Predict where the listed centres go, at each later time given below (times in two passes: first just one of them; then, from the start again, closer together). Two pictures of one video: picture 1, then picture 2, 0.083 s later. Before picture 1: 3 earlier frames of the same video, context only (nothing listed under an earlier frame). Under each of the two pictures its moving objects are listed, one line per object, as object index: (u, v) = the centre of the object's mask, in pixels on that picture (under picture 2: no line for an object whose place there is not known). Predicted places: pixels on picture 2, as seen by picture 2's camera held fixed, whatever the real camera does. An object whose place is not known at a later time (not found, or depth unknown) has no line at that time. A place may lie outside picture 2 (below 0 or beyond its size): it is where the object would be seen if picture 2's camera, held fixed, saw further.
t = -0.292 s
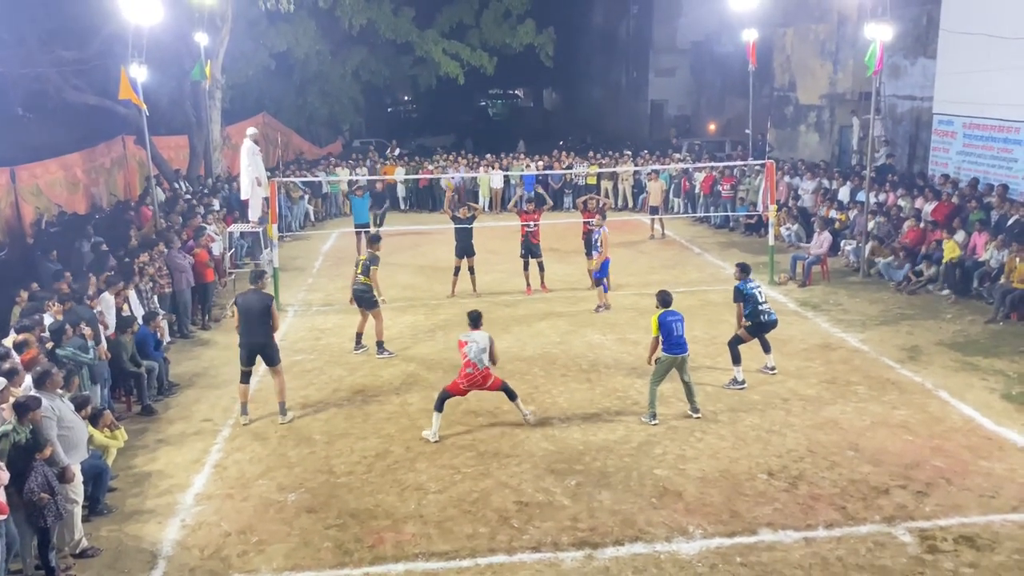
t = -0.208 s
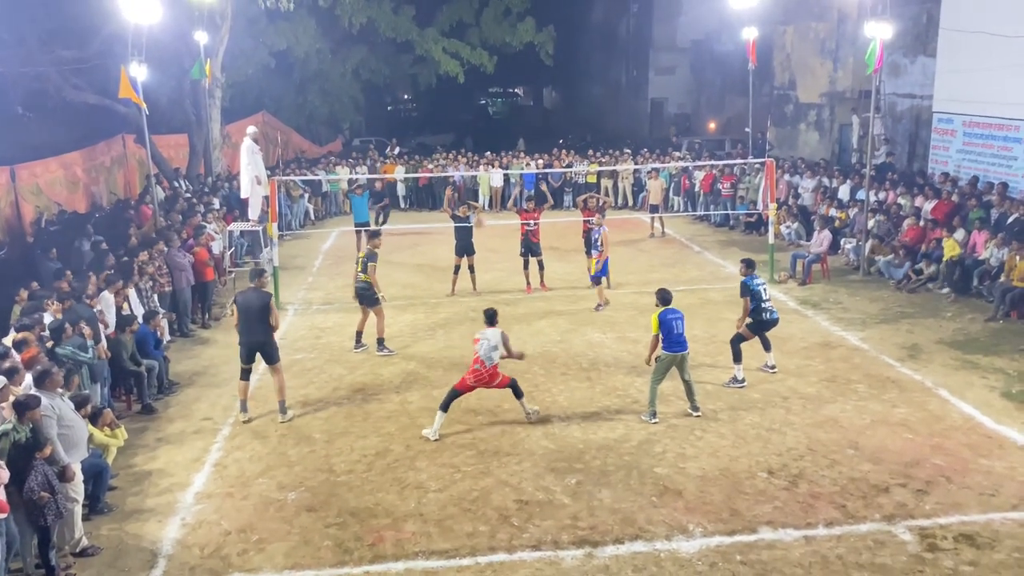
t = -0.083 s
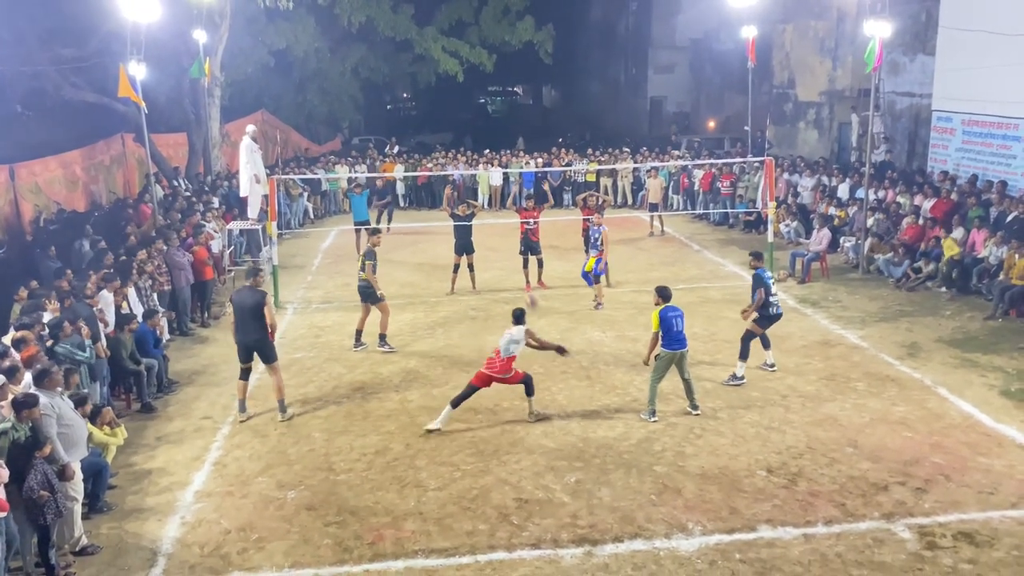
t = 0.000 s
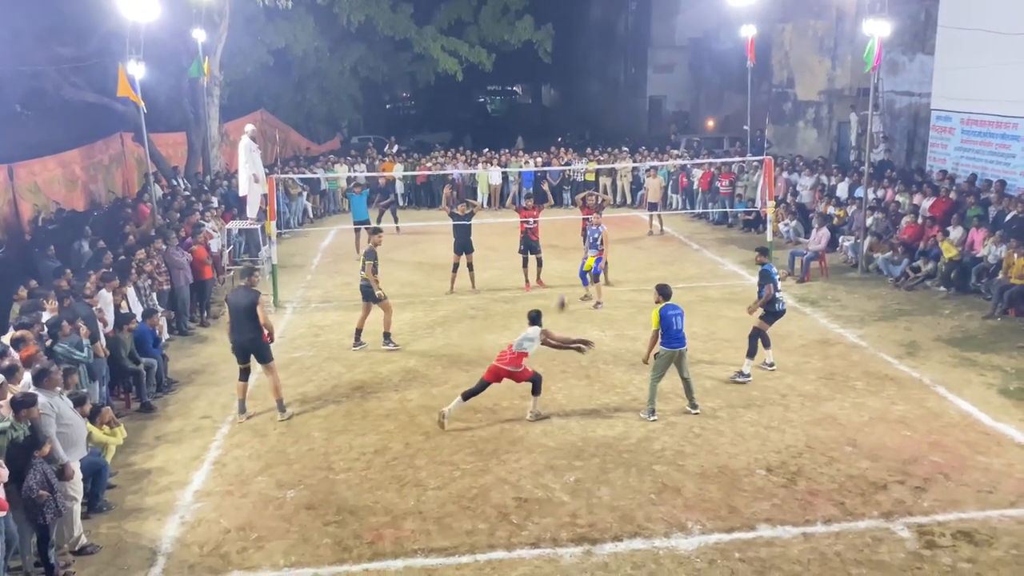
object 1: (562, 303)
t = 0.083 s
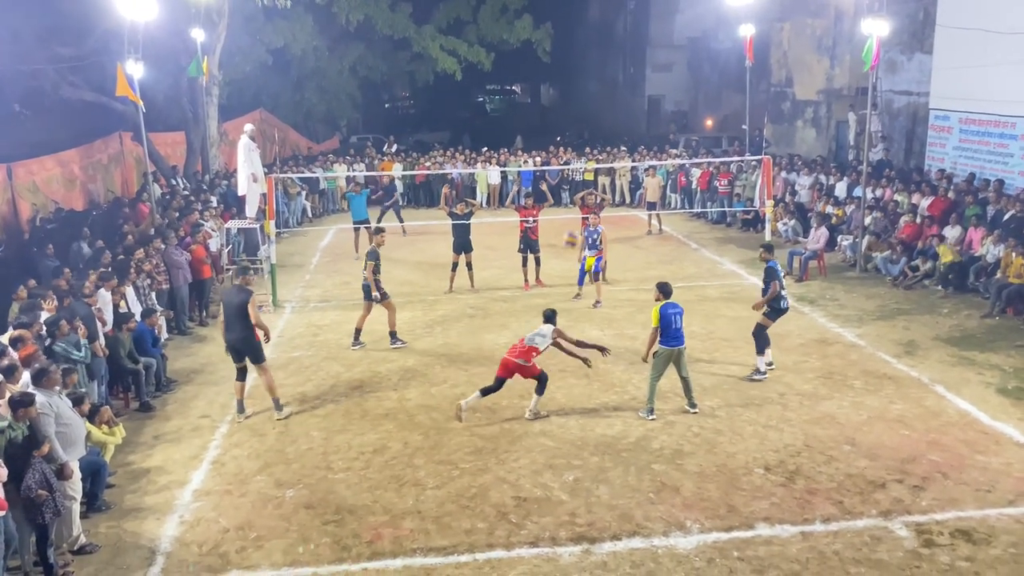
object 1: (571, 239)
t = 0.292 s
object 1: (602, 107)
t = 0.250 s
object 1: (595, 133)
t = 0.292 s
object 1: (602, 107)
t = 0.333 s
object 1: (607, 90)
